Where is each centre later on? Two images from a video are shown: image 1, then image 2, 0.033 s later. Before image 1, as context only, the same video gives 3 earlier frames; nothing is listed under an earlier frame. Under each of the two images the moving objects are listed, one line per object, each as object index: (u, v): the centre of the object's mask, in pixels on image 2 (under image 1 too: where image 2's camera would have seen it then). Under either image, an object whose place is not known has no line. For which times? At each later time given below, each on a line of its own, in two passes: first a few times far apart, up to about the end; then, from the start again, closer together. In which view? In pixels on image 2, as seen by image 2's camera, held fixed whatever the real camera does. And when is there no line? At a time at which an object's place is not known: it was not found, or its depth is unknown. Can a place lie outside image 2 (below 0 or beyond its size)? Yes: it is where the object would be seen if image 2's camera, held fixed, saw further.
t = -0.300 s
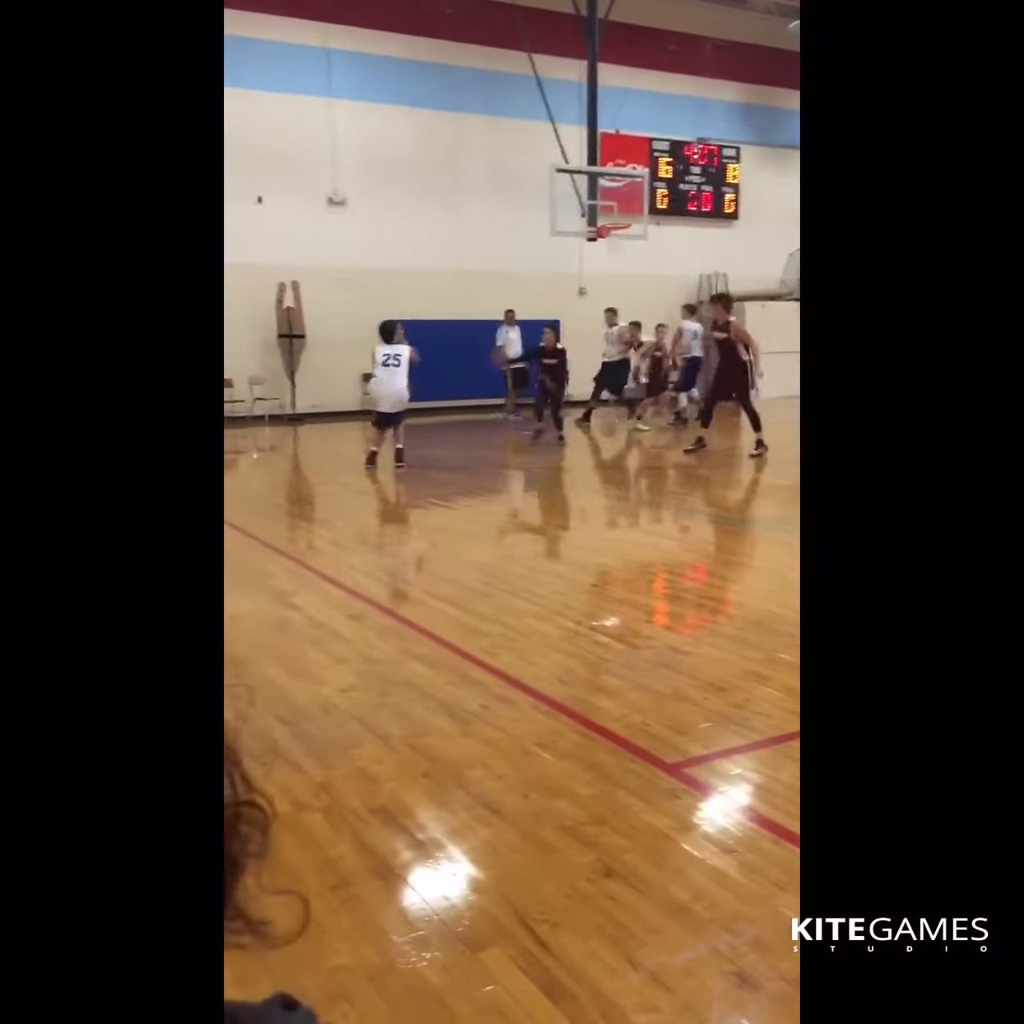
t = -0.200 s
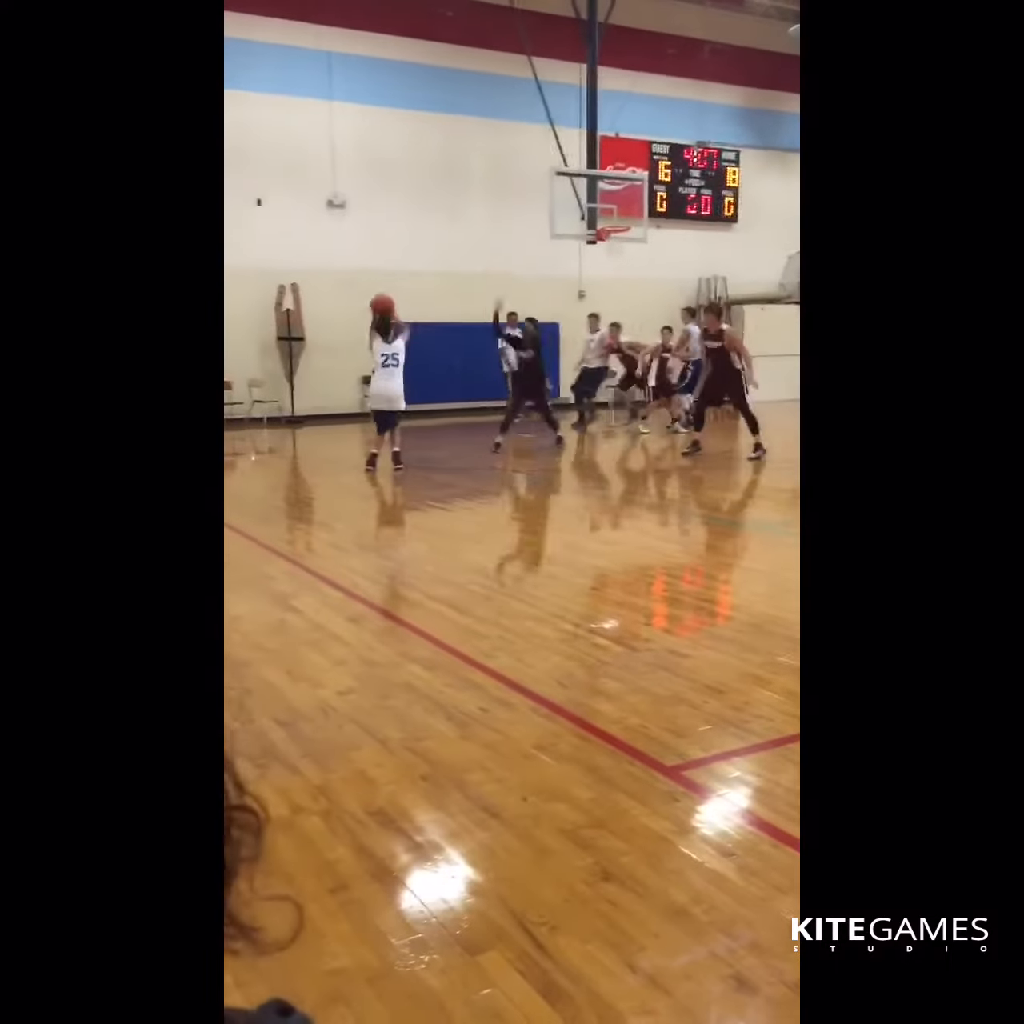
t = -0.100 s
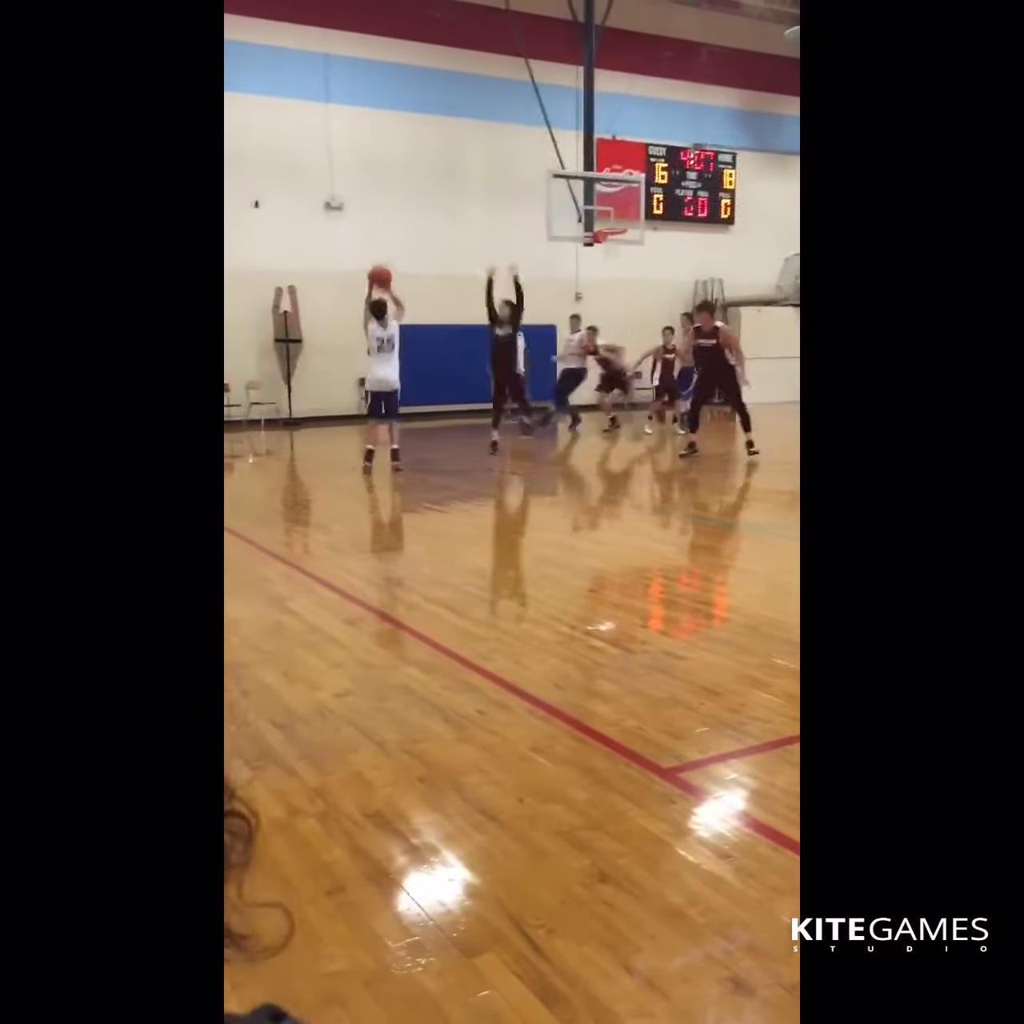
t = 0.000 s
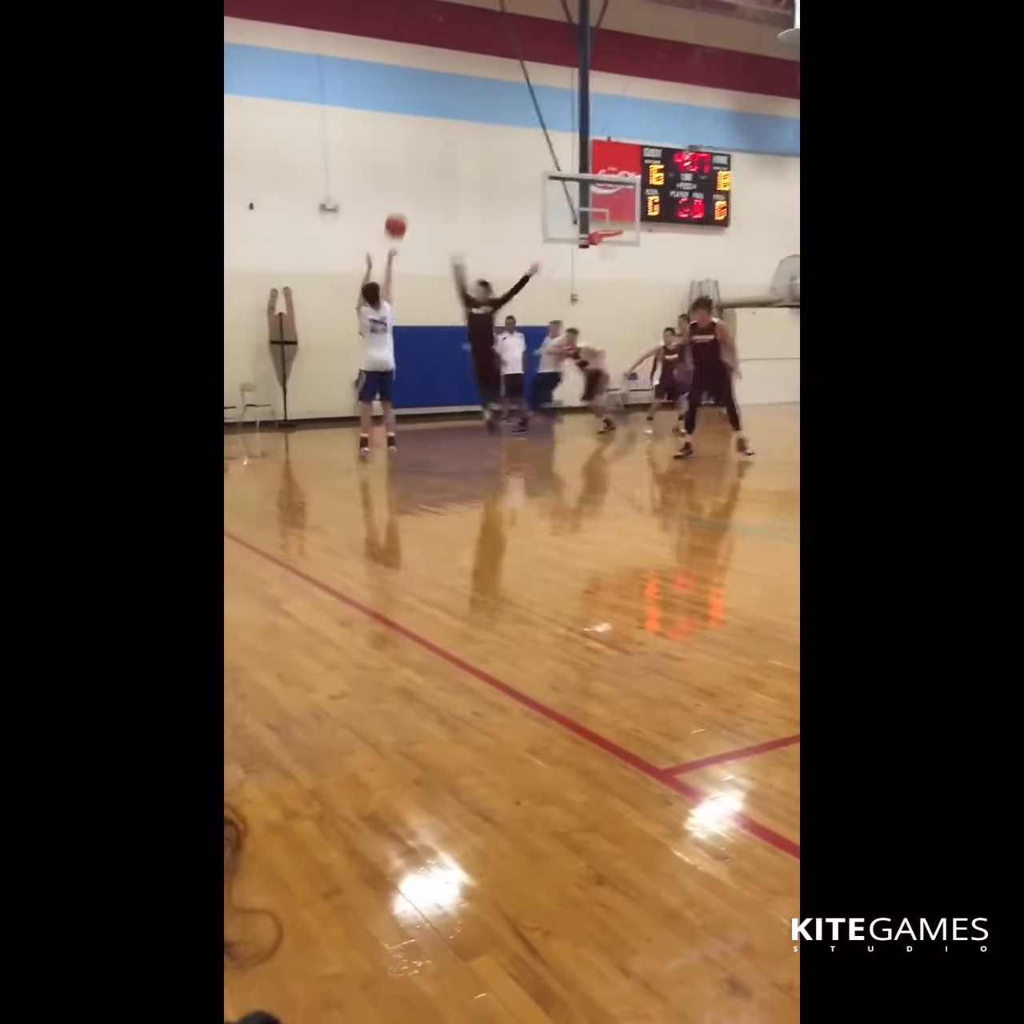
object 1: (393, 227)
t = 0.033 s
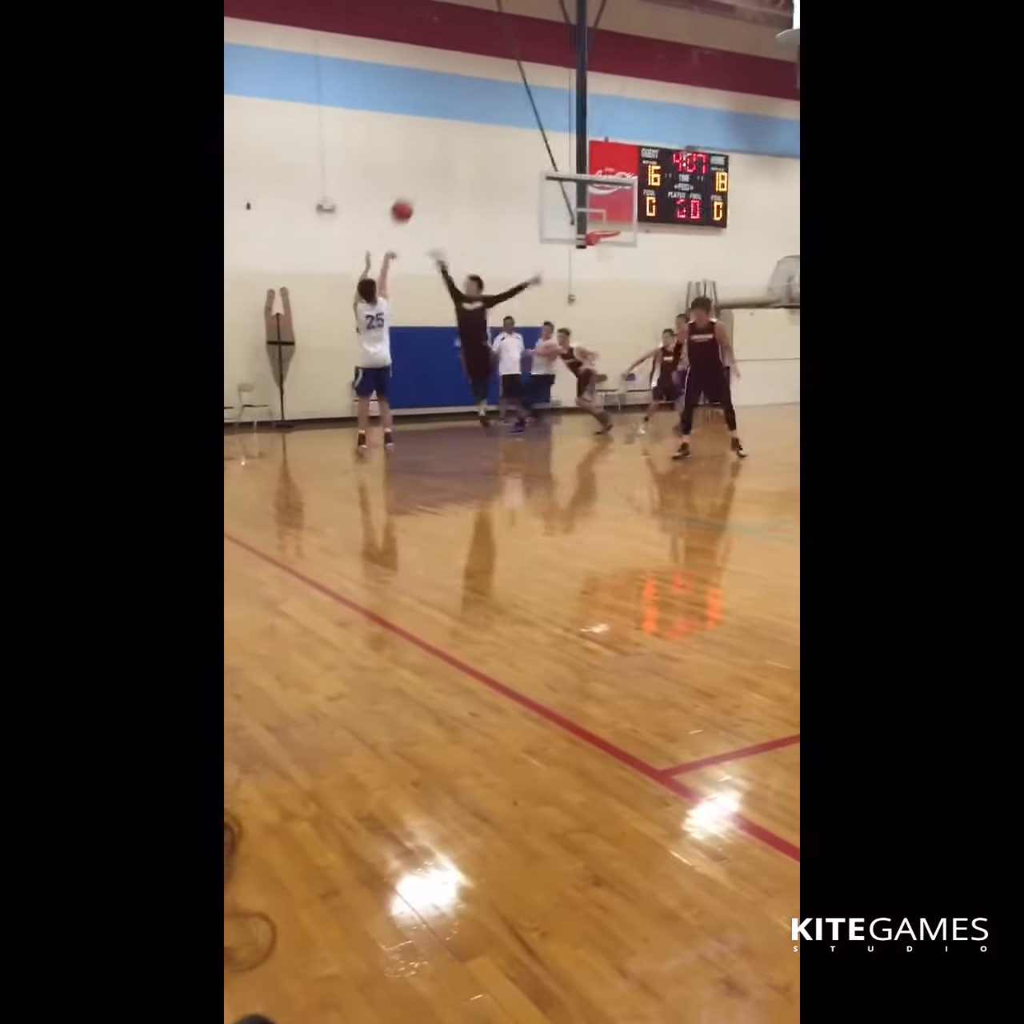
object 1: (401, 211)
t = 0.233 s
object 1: (452, 143)
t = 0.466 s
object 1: (504, 117)
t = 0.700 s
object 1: (546, 133)
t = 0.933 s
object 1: (583, 181)
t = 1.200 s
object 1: (603, 250)
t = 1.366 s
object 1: (598, 264)
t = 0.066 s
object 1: (411, 196)
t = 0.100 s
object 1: (419, 183)
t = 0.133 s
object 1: (428, 171)
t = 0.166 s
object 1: (436, 160)
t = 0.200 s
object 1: (444, 151)
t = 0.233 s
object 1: (452, 143)
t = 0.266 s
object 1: (460, 136)
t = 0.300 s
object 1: (468, 131)
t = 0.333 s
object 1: (476, 126)
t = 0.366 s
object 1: (483, 122)
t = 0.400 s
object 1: (490, 120)
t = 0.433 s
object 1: (497, 117)
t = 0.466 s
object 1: (504, 117)
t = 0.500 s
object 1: (510, 117)
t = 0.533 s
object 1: (517, 118)
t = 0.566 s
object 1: (522, 119)
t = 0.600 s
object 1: (529, 121)
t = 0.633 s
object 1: (535, 124)
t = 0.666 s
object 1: (541, 128)
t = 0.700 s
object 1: (546, 133)
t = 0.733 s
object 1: (552, 138)
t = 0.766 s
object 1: (557, 143)
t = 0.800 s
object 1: (563, 151)
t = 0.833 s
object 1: (568, 157)
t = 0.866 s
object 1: (574, 165)
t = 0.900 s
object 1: (578, 173)
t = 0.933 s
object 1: (583, 181)
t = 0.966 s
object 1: (590, 192)
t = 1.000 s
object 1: (594, 202)
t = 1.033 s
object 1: (597, 214)
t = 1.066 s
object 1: (602, 223)
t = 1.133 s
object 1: (605, 241)
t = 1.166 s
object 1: (604, 249)
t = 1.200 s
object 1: (603, 250)
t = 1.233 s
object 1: (602, 251)
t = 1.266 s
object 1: (601, 253)
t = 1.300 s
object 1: (600, 257)
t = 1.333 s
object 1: (599, 260)
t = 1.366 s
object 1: (598, 264)
